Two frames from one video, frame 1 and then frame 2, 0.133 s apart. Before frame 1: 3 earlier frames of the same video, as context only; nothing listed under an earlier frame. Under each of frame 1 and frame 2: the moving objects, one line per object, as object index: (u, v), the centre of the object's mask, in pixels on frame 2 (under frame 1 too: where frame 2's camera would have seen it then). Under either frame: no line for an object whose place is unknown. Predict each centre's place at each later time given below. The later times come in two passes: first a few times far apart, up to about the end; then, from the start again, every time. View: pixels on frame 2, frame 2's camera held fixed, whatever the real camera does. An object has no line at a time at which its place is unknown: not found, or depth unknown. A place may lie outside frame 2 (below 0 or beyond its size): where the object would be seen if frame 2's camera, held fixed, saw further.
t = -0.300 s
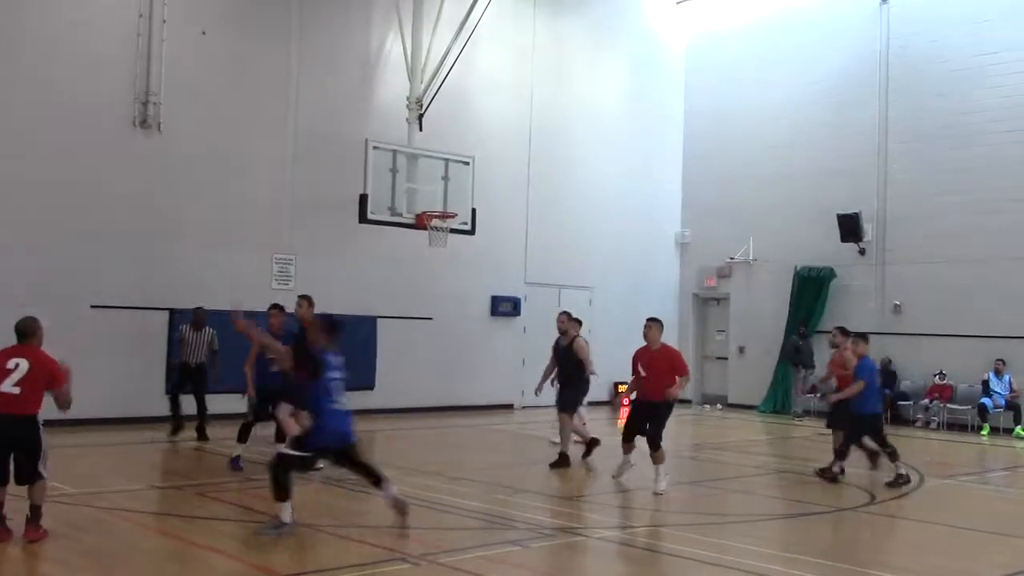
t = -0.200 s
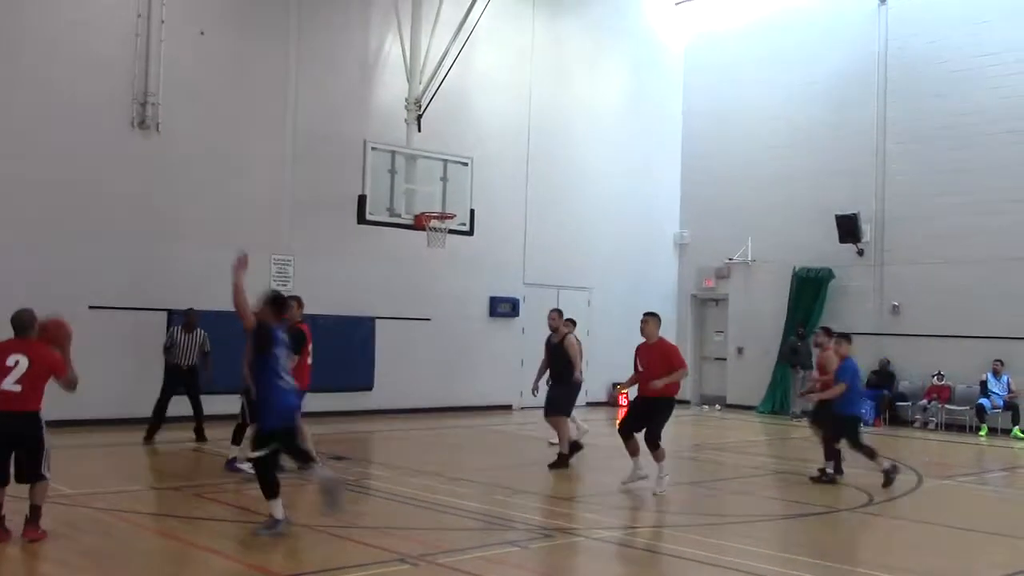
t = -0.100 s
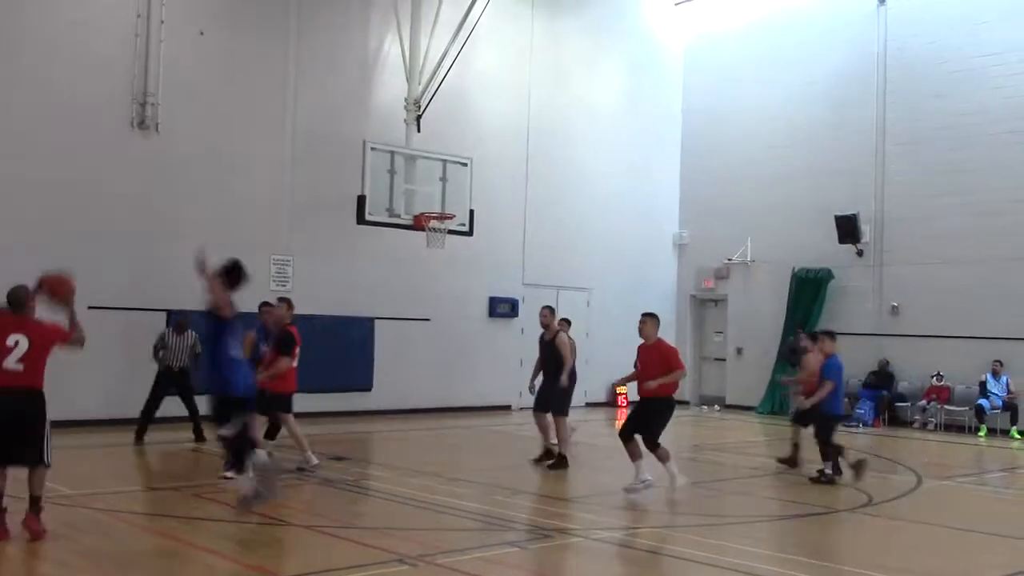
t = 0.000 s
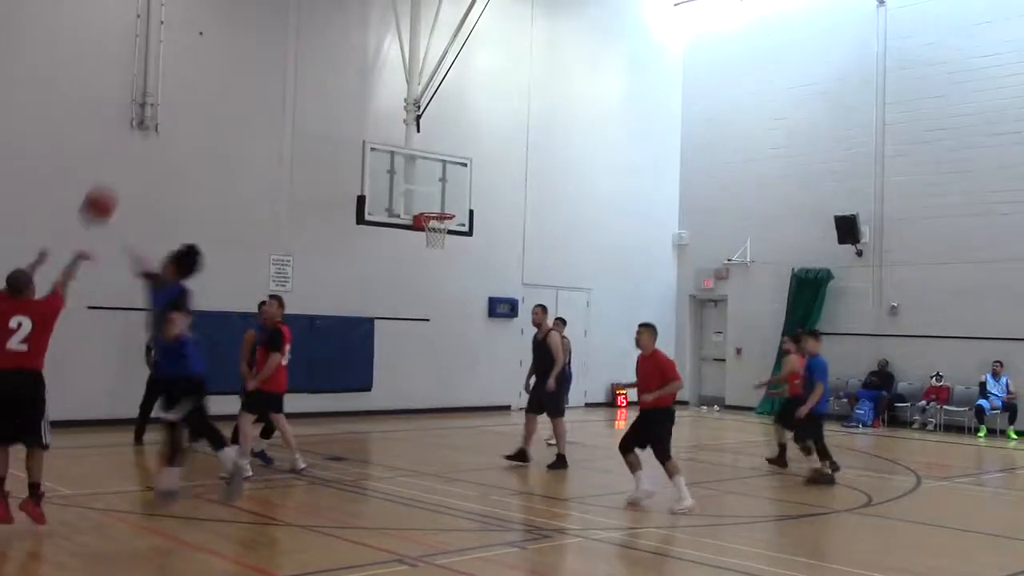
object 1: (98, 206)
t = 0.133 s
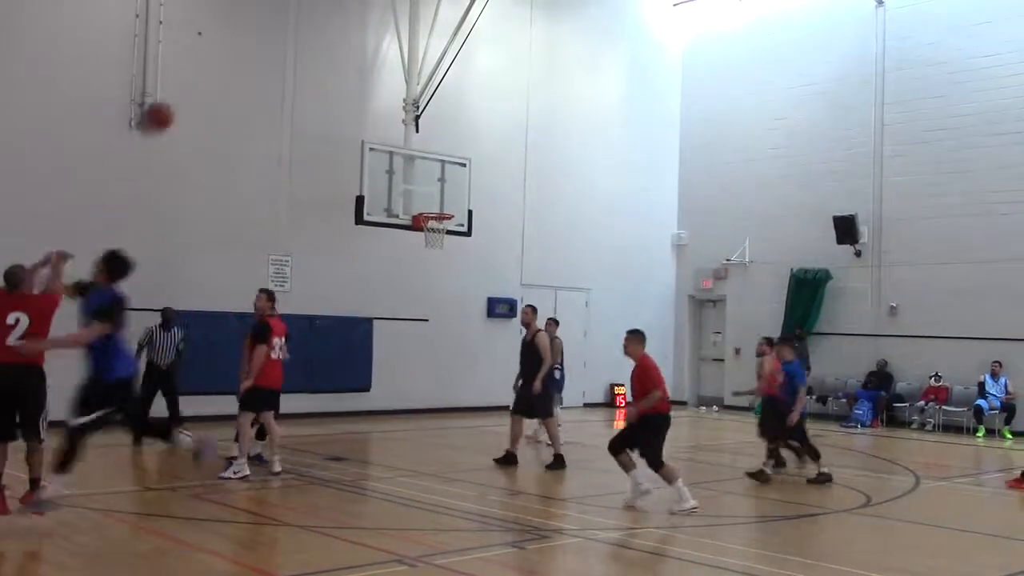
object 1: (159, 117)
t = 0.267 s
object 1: (209, 59)
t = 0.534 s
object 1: (290, 14)
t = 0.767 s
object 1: (344, 34)
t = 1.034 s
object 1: (392, 102)
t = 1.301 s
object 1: (428, 210)
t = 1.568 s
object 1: (464, 252)
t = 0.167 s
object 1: (172, 99)
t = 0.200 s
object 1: (185, 84)
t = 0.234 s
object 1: (197, 70)
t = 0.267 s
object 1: (209, 59)
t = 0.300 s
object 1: (220, 48)
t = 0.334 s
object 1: (231, 39)
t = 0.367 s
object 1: (242, 32)
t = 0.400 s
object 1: (253, 25)
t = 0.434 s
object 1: (262, 21)
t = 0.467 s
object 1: (272, 18)
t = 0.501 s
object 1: (281, 16)
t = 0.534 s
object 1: (290, 14)
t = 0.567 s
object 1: (299, 14)
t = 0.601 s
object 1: (307, 15)
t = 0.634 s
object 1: (315, 17)
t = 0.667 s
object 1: (322, 20)
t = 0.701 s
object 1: (330, 24)
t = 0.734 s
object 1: (337, 28)
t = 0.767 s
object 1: (344, 34)
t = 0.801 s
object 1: (351, 40)
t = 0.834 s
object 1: (357, 47)
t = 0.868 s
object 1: (363, 54)
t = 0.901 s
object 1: (369, 62)
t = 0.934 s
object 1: (375, 71)
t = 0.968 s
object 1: (380, 81)
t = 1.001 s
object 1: (386, 92)
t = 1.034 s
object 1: (392, 102)
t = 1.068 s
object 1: (396, 114)
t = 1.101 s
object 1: (401, 127)
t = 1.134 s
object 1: (406, 140)
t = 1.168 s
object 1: (411, 153)
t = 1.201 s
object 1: (415, 167)
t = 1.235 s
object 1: (421, 181)
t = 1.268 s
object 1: (425, 195)
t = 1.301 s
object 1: (428, 210)
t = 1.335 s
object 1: (434, 221)
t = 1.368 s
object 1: (444, 230)
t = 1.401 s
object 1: (449, 236)
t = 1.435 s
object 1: (453, 237)
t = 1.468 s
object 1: (455, 240)
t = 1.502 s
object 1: (458, 243)
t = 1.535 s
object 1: (461, 247)
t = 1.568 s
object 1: (464, 252)
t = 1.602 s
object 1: (466, 258)
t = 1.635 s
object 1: (469, 265)
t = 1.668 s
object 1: (472, 273)
